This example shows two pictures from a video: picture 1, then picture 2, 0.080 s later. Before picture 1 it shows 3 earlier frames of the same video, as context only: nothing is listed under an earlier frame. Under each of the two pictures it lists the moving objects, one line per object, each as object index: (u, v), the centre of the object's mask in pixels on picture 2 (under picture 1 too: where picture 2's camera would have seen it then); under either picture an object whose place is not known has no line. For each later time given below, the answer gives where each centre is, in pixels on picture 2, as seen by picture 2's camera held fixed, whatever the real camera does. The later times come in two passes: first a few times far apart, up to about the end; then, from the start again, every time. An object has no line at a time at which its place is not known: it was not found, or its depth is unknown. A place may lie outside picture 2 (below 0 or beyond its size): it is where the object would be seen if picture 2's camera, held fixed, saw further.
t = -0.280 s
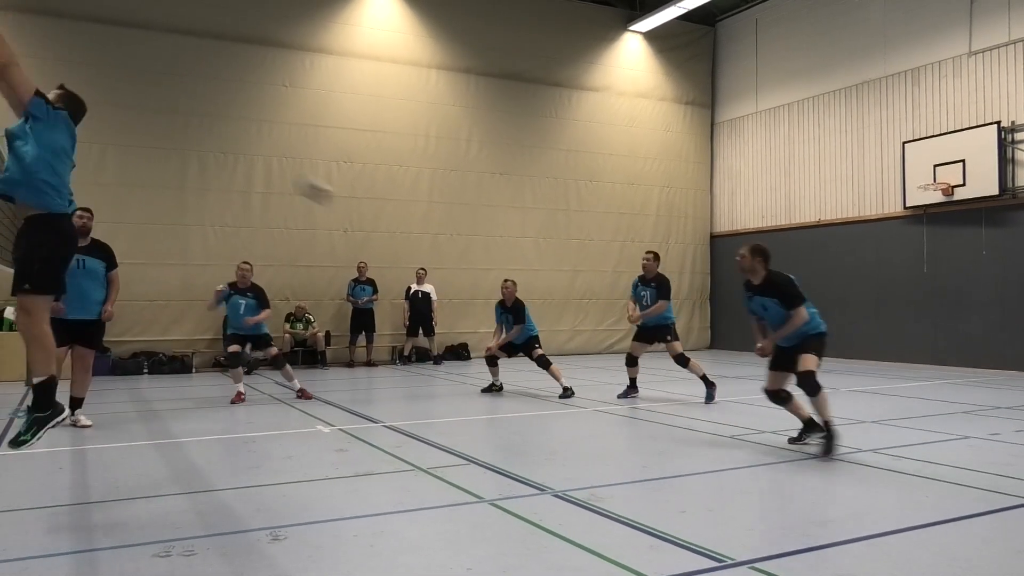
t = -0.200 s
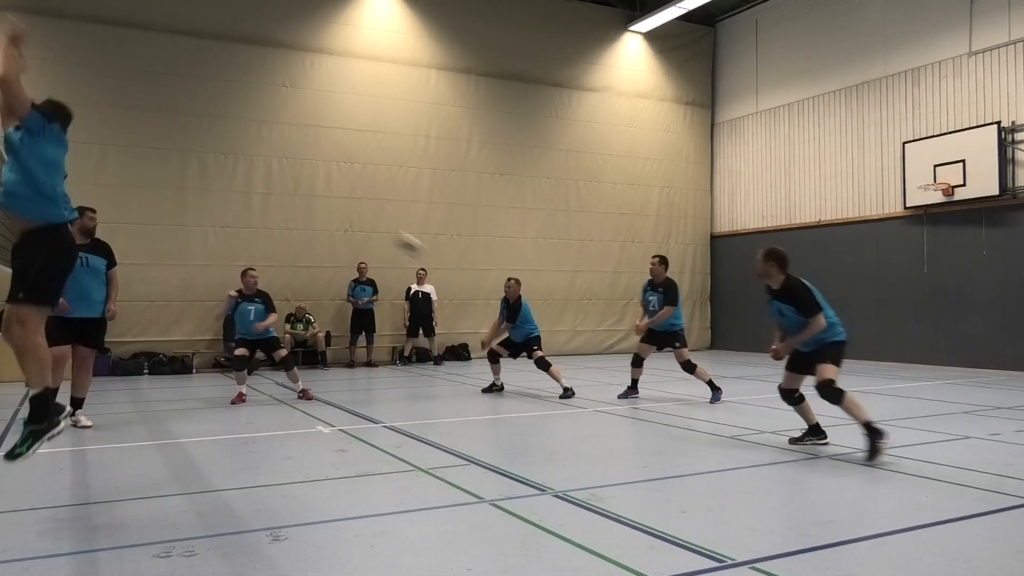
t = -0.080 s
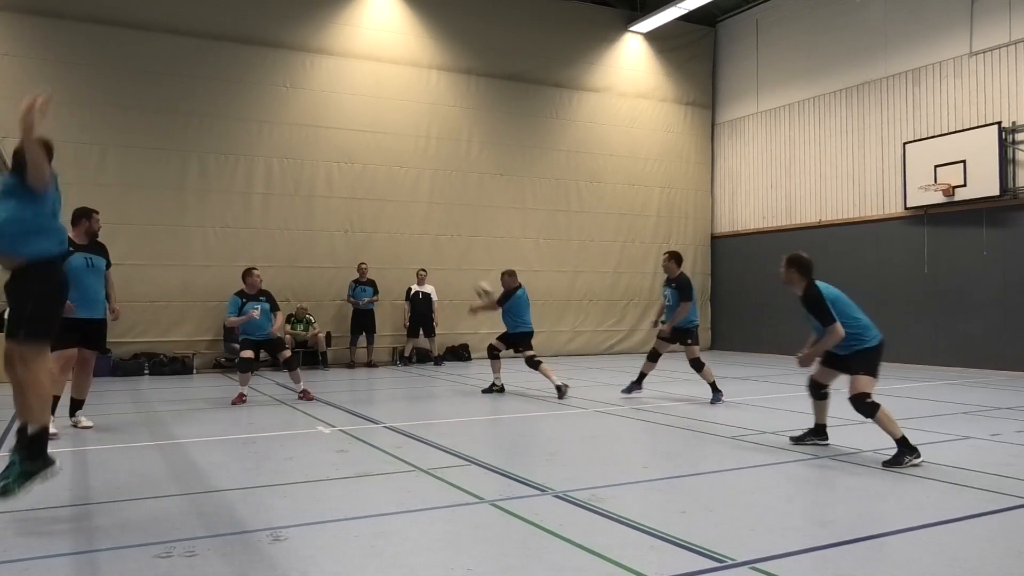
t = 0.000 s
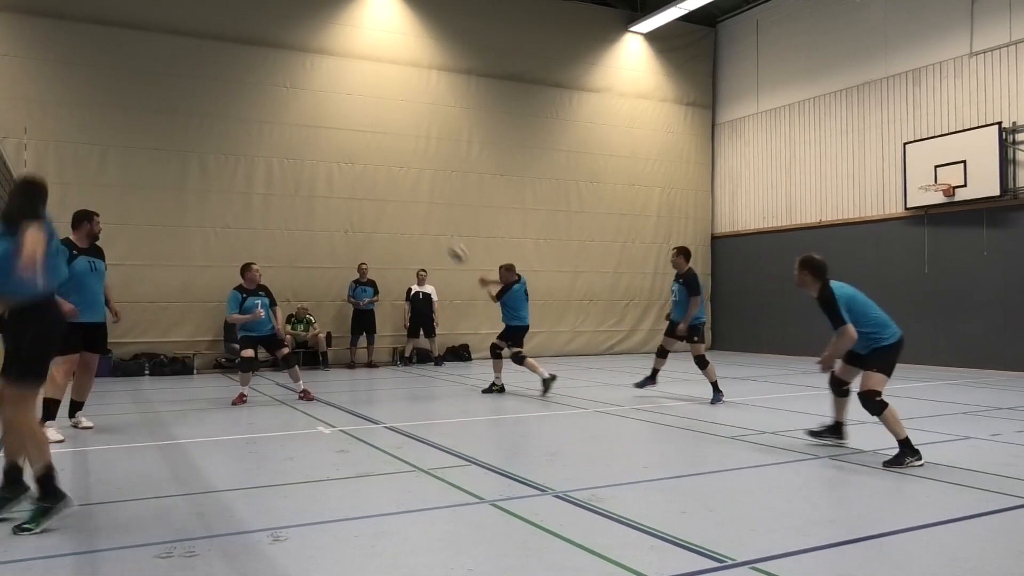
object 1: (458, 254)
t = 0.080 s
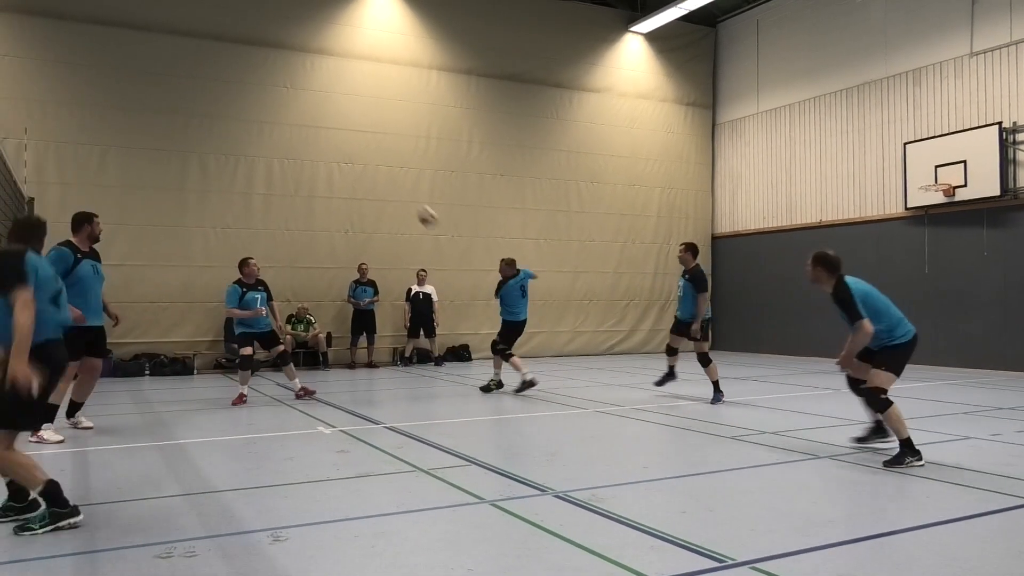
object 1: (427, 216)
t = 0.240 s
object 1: (361, 156)
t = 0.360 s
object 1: (305, 121)
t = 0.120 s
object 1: (412, 202)
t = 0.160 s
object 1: (396, 185)
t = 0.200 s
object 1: (379, 170)
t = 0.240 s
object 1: (361, 156)
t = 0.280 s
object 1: (342, 144)
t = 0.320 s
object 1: (324, 132)
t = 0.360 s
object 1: (305, 121)
